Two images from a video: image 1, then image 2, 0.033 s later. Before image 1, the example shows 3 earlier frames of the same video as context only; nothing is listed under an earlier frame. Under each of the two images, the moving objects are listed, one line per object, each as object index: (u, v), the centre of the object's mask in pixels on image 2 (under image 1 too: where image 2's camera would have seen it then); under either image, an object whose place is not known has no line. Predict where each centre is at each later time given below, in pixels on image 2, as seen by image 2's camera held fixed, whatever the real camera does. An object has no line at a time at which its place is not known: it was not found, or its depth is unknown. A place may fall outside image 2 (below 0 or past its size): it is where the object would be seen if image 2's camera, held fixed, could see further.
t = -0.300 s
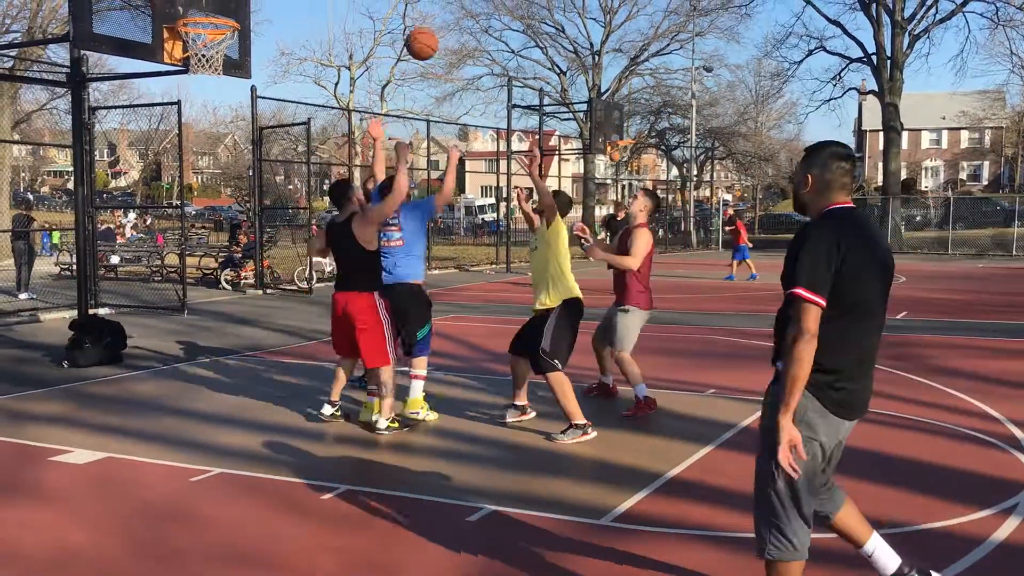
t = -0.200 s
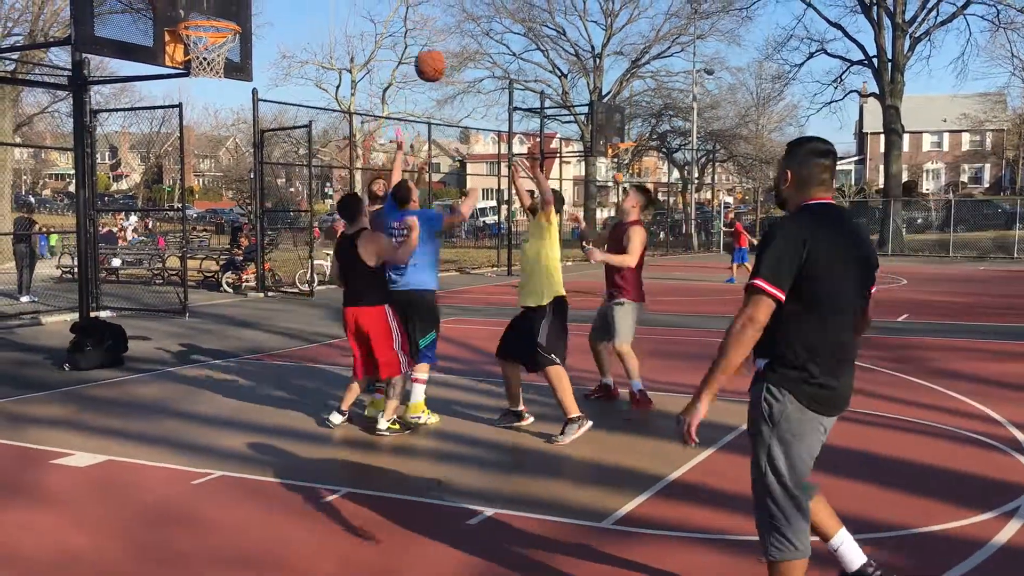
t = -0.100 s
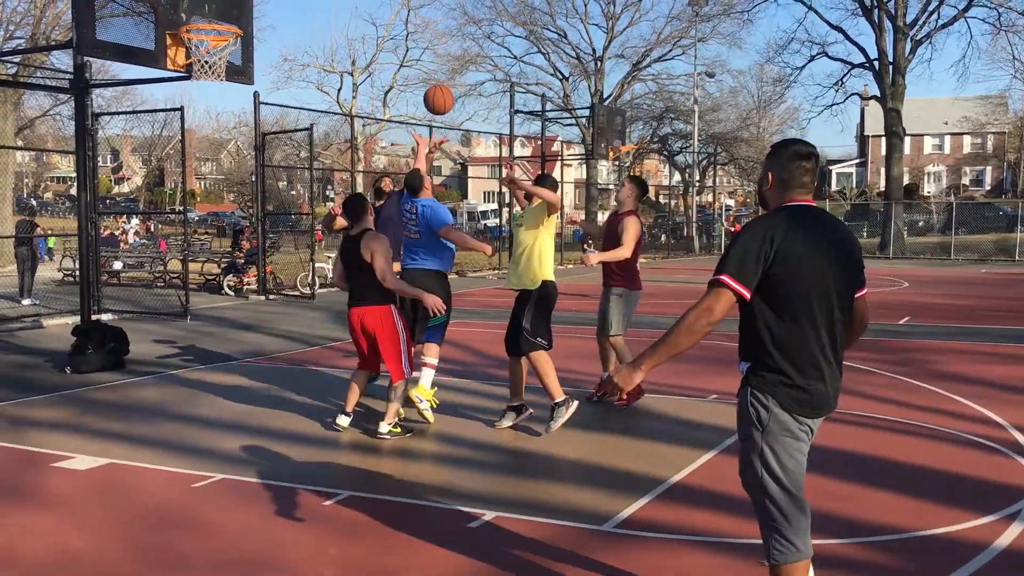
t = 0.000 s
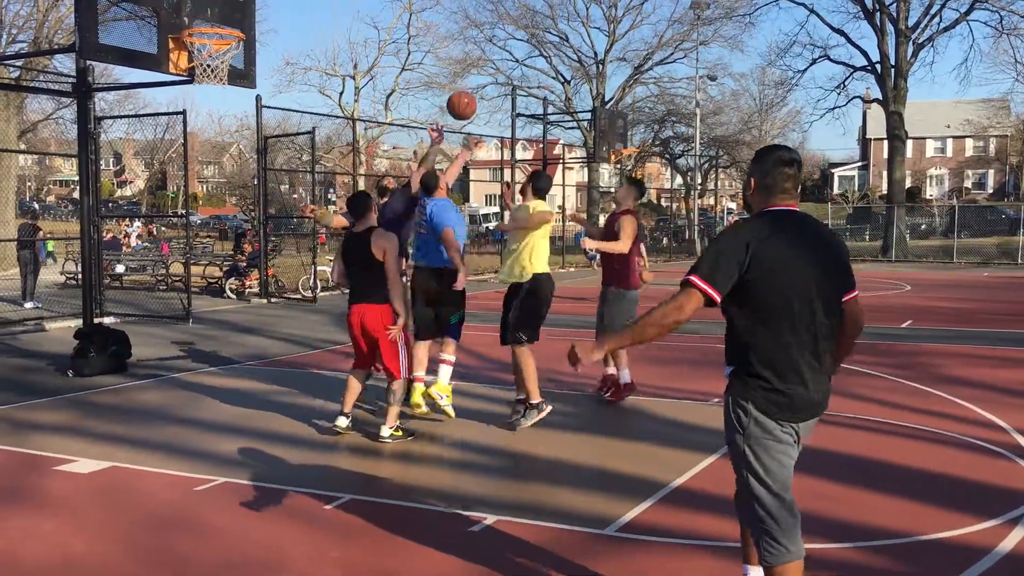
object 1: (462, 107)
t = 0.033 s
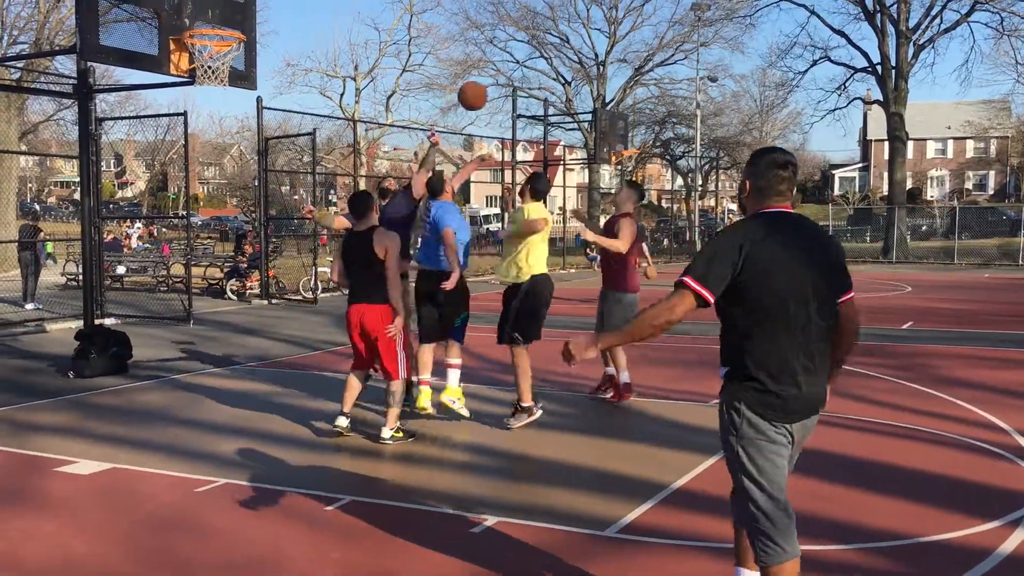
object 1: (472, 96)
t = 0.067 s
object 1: (483, 86)
